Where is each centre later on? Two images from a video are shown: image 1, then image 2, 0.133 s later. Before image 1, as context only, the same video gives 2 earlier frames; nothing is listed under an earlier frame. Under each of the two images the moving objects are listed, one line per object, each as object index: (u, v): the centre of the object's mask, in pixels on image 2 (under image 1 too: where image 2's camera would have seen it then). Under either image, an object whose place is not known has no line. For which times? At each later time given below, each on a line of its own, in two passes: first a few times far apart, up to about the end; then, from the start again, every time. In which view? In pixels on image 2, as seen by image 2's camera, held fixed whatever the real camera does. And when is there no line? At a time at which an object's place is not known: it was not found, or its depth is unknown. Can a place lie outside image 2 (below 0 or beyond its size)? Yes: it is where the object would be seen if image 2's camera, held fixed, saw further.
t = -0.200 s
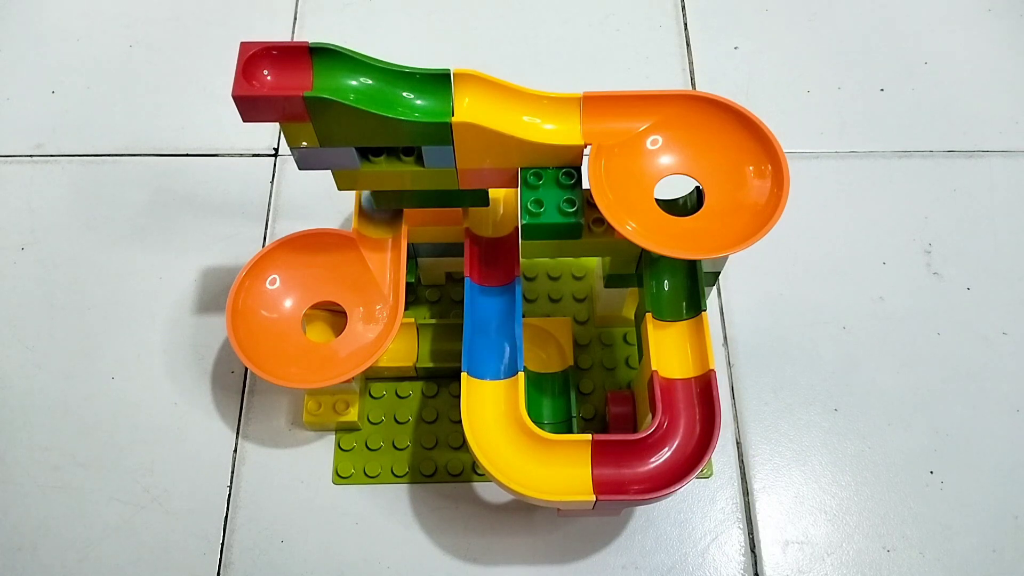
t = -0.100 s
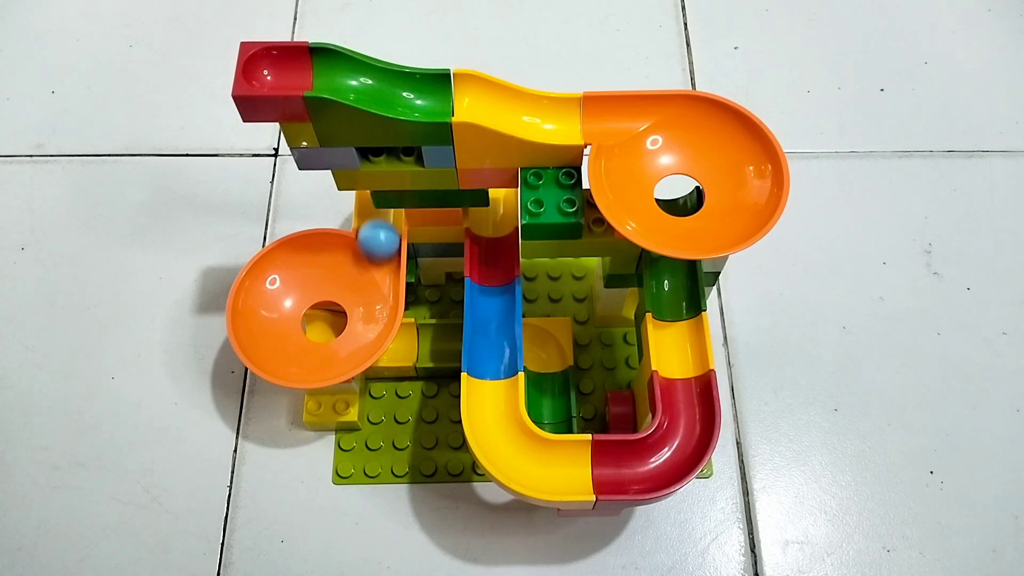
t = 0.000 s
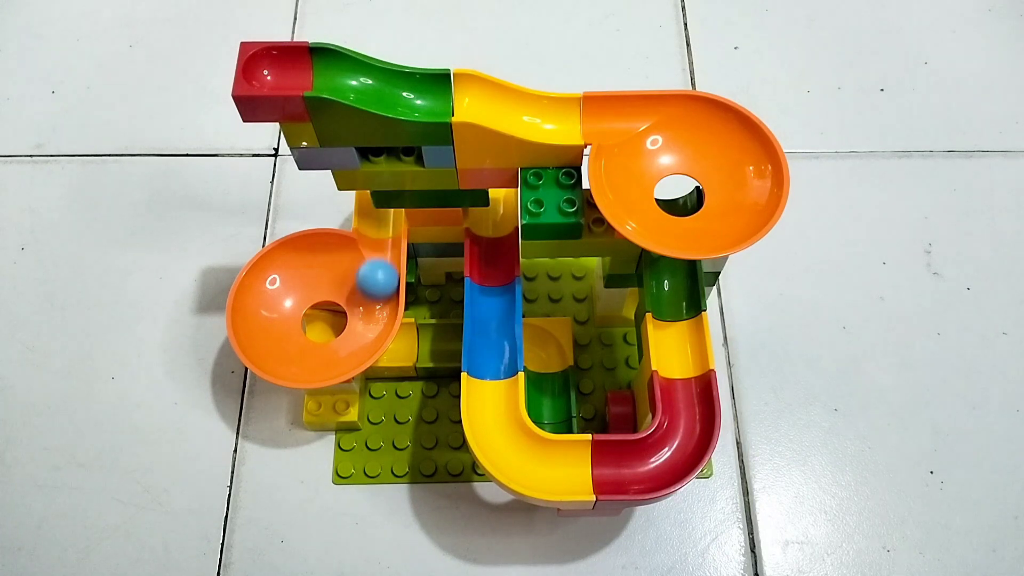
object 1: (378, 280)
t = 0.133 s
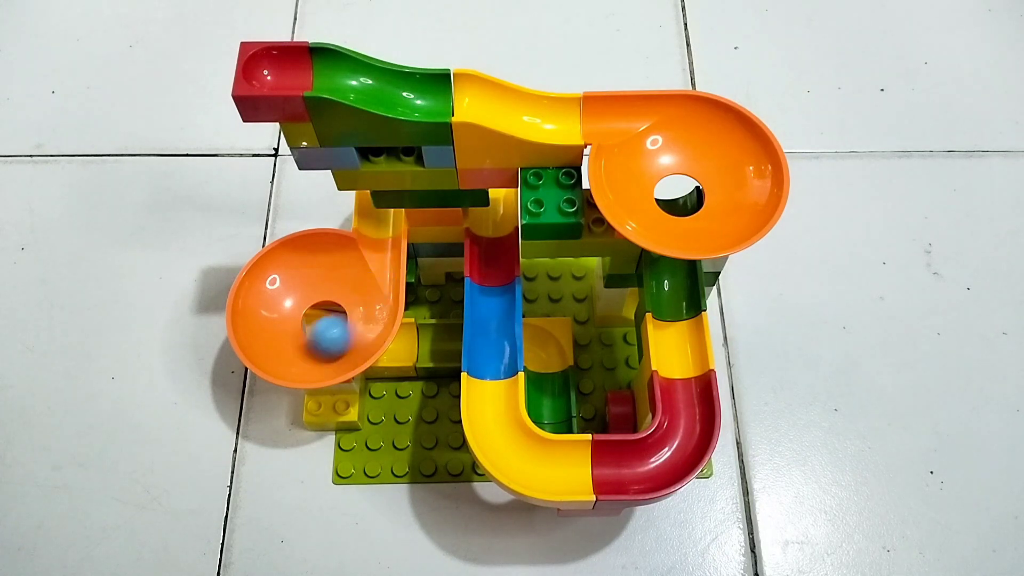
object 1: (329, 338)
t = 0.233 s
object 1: (267, 340)
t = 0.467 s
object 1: (335, 278)
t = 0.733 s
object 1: (313, 340)
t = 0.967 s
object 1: (287, 299)
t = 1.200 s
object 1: (364, 307)
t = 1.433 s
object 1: (268, 323)
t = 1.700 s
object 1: (358, 291)
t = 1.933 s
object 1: (296, 335)
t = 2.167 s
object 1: (310, 294)
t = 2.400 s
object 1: (349, 321)
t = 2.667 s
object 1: (280, 306)
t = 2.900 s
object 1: (361, 303)
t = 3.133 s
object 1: (281, 326)
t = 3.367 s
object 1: (335, 297)
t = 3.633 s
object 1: (310, 325)
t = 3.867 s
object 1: (309, 293)
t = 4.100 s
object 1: (327, 343)
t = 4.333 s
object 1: (307, 283)
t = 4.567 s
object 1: (325, 325)
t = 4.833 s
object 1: (307, 309)
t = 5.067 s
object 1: (345, 320)
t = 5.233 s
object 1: (313, 302)
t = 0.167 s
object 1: (306, 345)
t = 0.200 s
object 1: (284, 344)
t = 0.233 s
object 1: (267, 340)
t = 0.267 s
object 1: (257, 332)
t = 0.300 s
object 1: (259, 323)
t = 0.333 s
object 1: (268, 314)
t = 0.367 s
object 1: (281, 304)
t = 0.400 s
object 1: (298, 293)
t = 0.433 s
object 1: (317, 284)
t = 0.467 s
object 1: (335, 278)
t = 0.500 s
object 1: (350, 276)
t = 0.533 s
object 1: (361, 279)
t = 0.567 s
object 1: (367, 285)
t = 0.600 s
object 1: (367, 296)
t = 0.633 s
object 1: (362, 308)
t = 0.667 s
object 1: (350, 322)
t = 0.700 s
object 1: (333, 333)
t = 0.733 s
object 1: (313, 340)
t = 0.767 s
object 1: (293, 341)
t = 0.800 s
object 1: (278, 337)
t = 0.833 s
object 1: (268, 330)
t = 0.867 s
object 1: (264, 322)
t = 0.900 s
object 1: (266, 314)
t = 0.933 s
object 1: (274, 306)
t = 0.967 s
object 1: (287, 299)
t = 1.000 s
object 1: (306, 291)
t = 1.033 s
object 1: (325, 286)
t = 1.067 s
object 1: (342, 284)
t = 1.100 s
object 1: (355, 285)
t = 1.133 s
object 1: (363, 290)
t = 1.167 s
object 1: (367, 297)
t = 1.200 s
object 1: (364, 307)
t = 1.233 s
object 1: (356, 318)
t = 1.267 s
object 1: (342, 328)
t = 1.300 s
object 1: (324, 334)
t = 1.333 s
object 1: (305, 338)
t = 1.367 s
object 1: (288, 336)
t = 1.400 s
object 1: (275, 331)
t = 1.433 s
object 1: (268, 323)
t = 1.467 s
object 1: (267, 315)
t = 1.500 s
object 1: (272, 308)
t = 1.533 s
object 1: (282, 301)
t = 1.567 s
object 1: (298, 295)
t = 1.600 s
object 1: (316, 290)
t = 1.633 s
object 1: (333, 288)
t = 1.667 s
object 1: (348, 288)
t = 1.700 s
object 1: (358, 291)
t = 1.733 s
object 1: (363, 298)
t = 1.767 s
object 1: (364, 305)
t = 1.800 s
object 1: (358, 315)
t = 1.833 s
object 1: (347, 324)
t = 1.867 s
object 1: (331, 330)
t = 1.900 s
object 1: (314, 335)
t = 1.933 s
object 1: (296, 335)
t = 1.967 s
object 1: (282, 331)
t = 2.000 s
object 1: (272, 325)
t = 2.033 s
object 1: (269, 318)
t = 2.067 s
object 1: (271, 311)
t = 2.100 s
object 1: (280, 305)
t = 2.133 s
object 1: (293, 299)
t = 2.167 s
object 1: (310, 294)
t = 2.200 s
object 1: (327, 292)
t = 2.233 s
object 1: (343, 292)
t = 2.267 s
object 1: (355, 294)
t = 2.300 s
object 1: (361, 298)
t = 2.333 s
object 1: (363, 304)
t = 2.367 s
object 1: (359, 312)
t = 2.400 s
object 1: (349, 321)
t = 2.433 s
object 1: (335, 327)
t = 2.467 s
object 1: (319, 331)
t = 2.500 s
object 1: (301, 332)
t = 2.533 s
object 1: (286, 329)
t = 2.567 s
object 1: (276, 324)
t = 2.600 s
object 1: (271, 318)
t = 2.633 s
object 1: (272, 312)
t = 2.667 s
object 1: (280, 306)
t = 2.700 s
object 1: (292, 301)
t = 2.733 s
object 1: (307, 297)
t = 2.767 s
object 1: (324, 294)
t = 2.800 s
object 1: (339, 293)
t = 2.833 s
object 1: (351, 295)
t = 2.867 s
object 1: (358, 298)
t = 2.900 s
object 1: (361, 303)
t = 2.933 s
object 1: (358, 311)
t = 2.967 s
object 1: (350, 319)
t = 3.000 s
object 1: (338, 326)
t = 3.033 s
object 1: (322, 330)
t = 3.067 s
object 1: (306, 332)
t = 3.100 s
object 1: (291, 330)
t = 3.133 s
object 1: (281, 326)
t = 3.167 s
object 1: (274, 320)
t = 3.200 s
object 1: (274, 315)
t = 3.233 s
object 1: (280, 309)
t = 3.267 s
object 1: (290, 304)
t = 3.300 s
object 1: (305, 300)
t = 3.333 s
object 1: (321, 296)
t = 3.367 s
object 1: (335, 297)
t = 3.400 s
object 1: (348, 299)
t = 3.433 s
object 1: (356, 302)
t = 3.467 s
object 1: (359, 307)
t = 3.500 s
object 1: (357, 313)
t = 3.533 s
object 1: (350, 319)
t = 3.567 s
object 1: (339, 324)
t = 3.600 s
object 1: (324, 327)
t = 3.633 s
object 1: (310, 325)
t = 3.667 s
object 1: (297, 318)
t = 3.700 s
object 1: (288, 310)
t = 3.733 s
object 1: (283, 302)
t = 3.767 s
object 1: (282, 296)
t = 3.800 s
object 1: (287, 291)
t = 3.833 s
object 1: (296, 292)
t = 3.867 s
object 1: (309, 293)
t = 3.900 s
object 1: (322, 298)
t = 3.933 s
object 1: (333, 306)
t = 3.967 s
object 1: (337, 318)
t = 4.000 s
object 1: (338, 328)
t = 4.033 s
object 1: (337, 336)
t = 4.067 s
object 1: (333, 341)
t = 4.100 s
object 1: (327, 343)
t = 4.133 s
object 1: (321, 341)
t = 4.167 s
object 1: (314, 337)
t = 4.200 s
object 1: (307, 328)
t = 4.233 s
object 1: (303, 316)
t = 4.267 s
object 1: (302, 304)
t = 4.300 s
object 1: (303, 292)
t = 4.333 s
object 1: (307, 283)
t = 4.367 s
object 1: (312, 278)
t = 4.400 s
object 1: (317, 278)
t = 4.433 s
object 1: (324, 282)
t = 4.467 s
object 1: (329, 291)
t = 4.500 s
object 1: (334, 301)
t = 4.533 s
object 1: (334, 315)
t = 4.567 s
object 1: (325, 325)
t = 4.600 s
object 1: (316, 334)
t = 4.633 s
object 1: (306, 339)
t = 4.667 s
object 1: (299, 340)
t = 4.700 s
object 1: (293, 338)
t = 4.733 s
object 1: (292, 334)
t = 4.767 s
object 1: (294, 327)
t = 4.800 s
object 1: (298, 319)
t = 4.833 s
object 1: (307, 309)
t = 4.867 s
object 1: (320, 302)
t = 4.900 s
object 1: (332, 301)
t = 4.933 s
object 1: (342, 303)
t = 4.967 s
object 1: (348, 307)
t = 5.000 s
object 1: (351, 311)
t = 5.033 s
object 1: (350, 316)
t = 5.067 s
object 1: (345, 320)
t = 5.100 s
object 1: (337, 323)
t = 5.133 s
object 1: (327, 325)
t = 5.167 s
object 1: (316, 323)
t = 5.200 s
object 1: (310, 312)
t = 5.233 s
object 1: (313, 302)
